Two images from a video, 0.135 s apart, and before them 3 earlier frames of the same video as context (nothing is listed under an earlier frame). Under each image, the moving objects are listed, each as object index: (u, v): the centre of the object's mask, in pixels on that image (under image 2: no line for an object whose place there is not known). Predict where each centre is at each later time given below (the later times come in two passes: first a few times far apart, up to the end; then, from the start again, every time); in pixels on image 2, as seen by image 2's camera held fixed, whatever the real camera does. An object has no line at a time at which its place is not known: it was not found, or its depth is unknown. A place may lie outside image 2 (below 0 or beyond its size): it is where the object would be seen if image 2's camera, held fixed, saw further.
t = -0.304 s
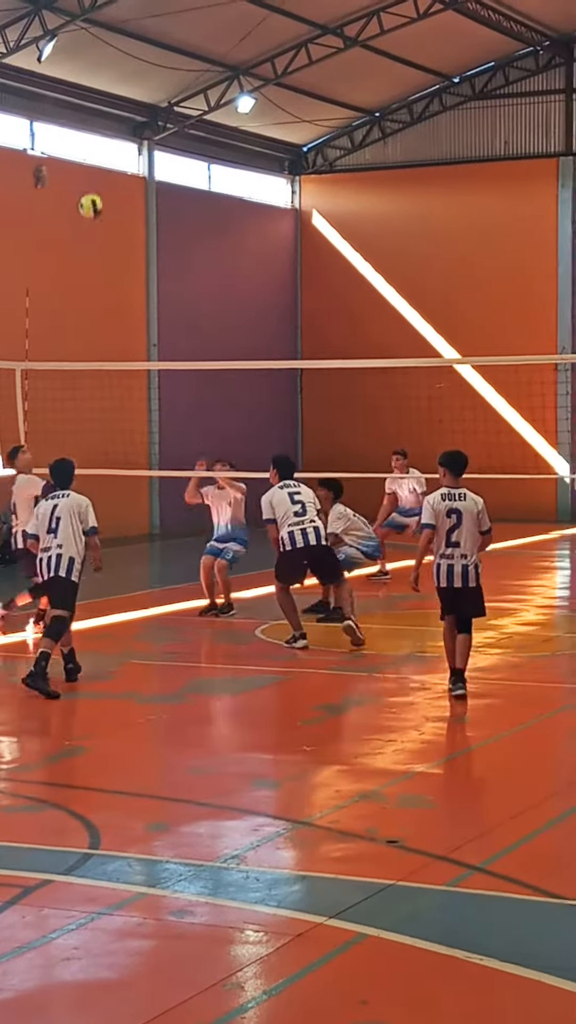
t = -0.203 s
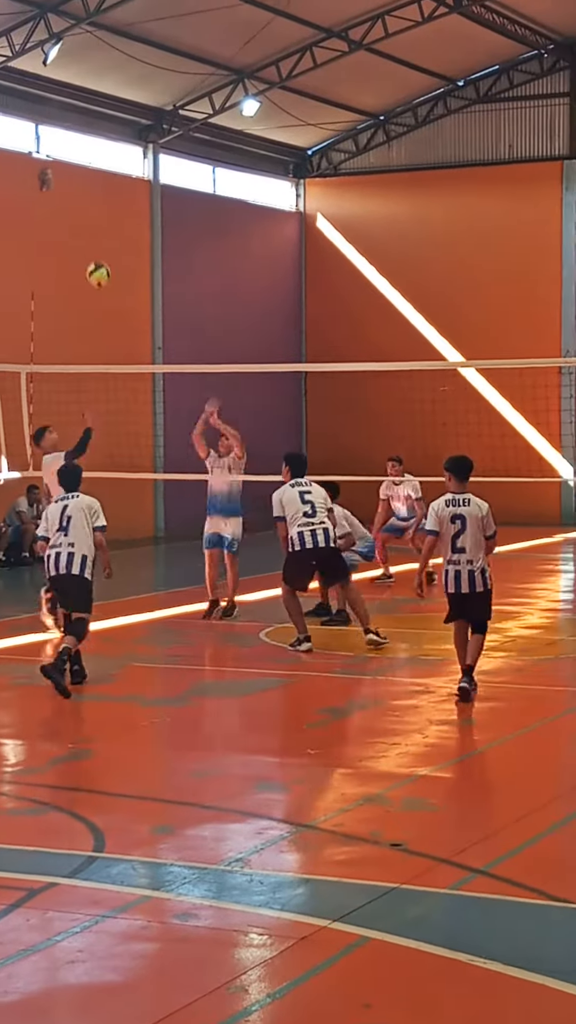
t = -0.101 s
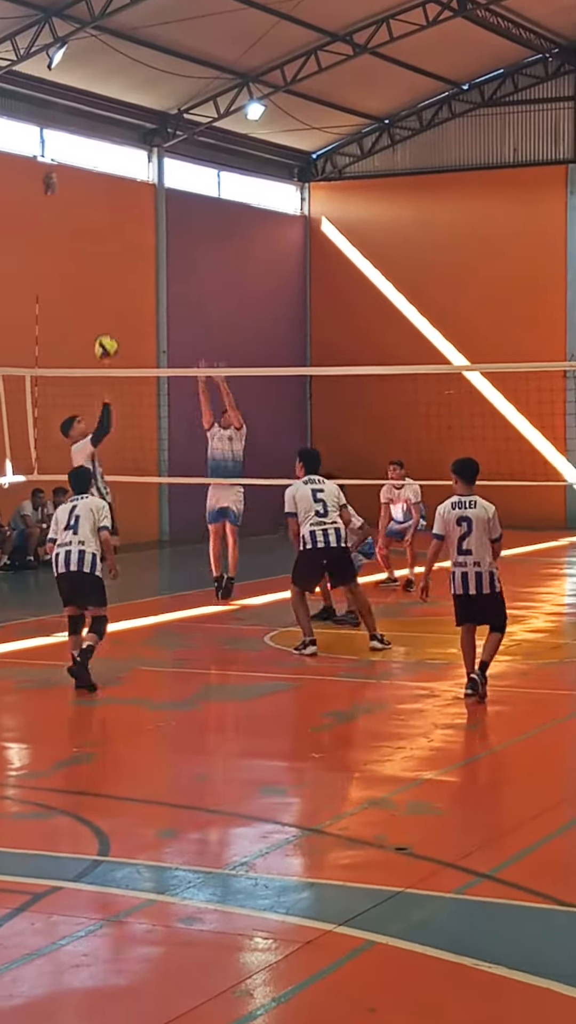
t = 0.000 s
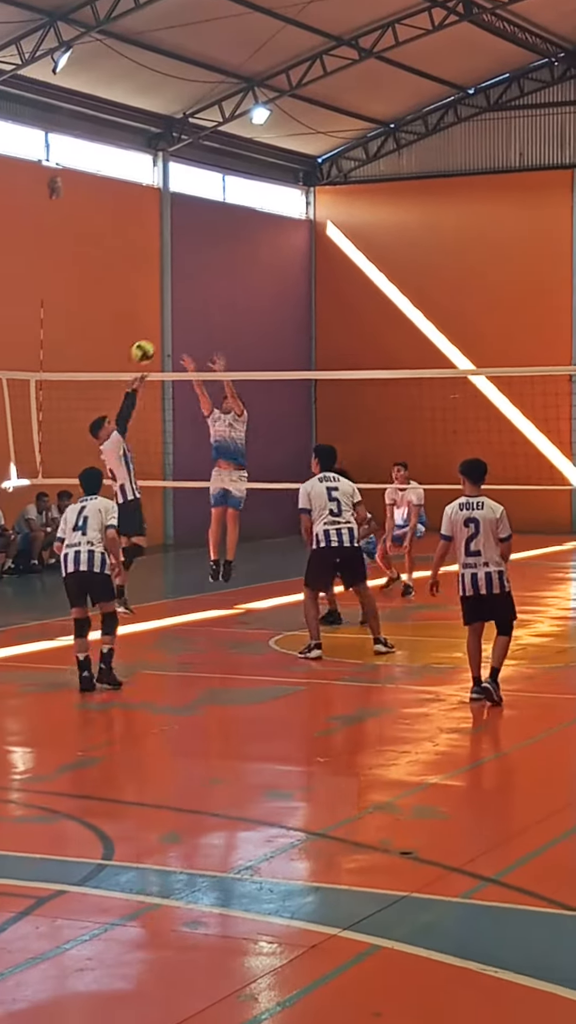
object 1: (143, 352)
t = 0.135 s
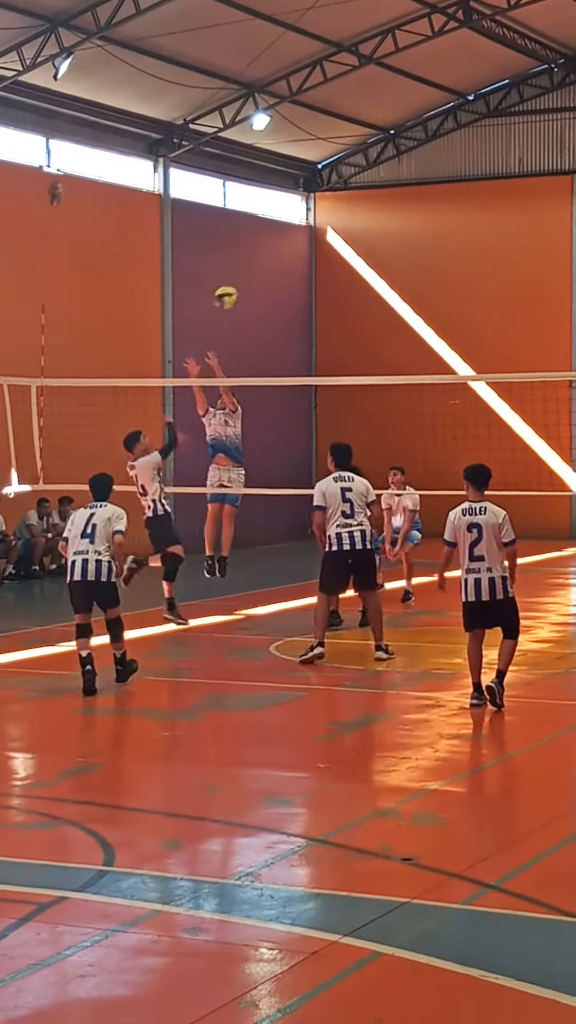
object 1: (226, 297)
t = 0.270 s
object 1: (303, 260)
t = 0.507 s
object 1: (423, 239)
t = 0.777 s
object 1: (547, 284)
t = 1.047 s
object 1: (654, 391)
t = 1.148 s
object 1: (691, 445)
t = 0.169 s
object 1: (245, 285)
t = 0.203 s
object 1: (264, 275)
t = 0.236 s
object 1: (283, 267)
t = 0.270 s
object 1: (303, 260)
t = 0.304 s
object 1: (321, 253)
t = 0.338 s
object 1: (339, 248)
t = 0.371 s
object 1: (356, 243)
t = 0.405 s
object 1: (374, 240)
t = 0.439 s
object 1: (391, 239)
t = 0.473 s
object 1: (407, 239)
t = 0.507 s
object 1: (423, 239)
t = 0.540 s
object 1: (440, 241)
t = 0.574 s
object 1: (457, 244)
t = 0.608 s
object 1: (473, 249)
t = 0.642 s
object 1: (488, 253)
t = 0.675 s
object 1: (503, 259)
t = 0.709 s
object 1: (517, 266)
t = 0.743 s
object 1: (532, 275)
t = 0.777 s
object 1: (547, 284)
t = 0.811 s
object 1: (561, 294)
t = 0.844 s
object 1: (574, 305)
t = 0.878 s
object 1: (588, 317)
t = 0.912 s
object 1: (601, 330)
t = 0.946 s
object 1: (615, 344)
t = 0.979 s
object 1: (629, 359)
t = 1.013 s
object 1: (641, 368)
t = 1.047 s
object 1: (654, 391)
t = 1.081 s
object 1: (666, 408)
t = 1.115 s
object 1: (678, 427)
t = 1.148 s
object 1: (691, 445)
